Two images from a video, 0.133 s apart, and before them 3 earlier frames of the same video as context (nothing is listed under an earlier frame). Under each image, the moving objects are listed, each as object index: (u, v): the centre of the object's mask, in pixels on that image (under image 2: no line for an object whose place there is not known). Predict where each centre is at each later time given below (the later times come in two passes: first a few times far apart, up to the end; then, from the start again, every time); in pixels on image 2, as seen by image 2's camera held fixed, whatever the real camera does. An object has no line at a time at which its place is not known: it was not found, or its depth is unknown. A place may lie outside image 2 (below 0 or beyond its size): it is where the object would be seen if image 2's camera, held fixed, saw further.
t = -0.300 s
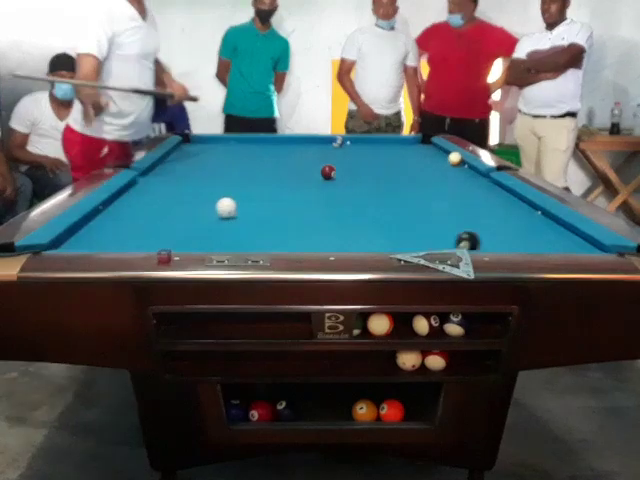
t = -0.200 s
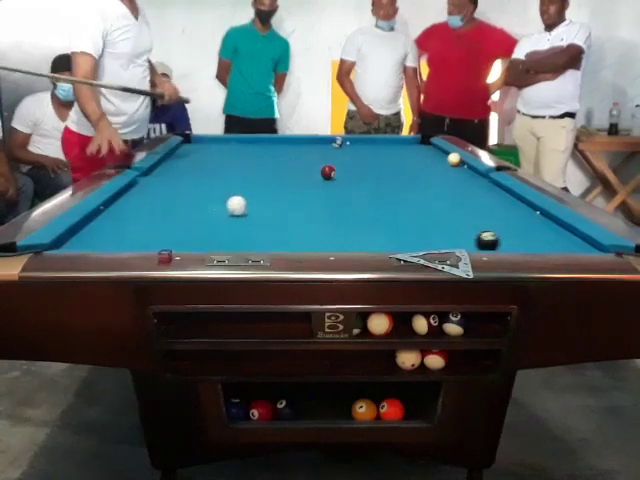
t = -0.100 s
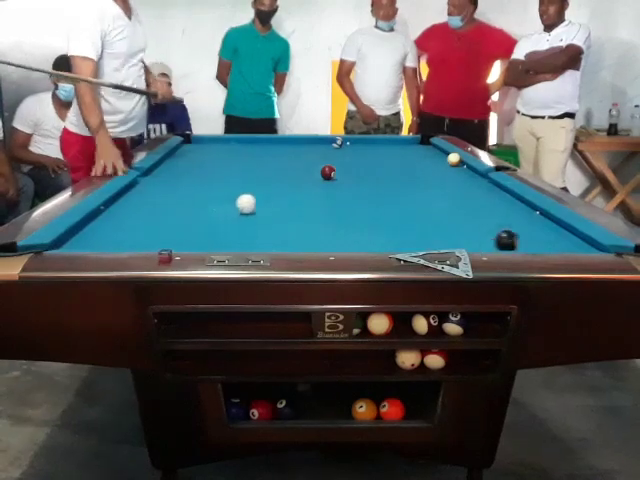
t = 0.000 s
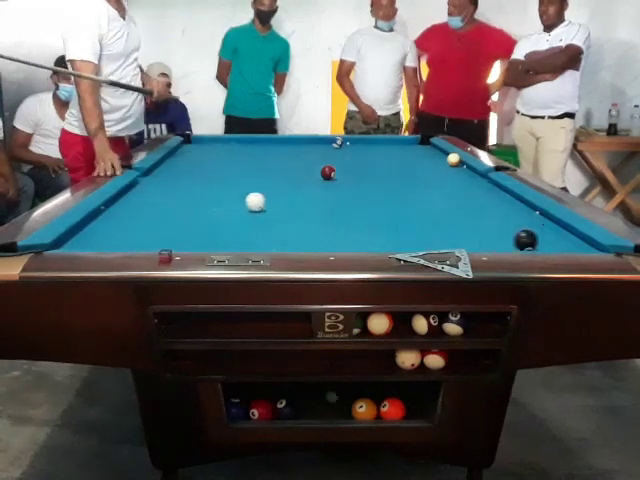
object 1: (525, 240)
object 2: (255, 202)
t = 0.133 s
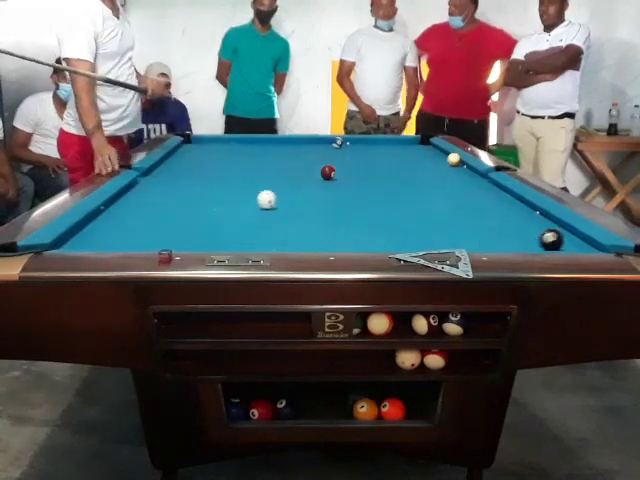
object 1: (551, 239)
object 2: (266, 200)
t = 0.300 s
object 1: (579, 239)
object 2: (280, 196)
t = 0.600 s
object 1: (543, 238)
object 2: (301, 192)
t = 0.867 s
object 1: (514, 237)
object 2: (318, 188)
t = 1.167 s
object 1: (484, 236)
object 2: (334, 185)
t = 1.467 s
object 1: (459, 235)
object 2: (348, 182)
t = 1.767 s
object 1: (438, 235)
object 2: (361, 179)
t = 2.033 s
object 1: (422, 234)
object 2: (369, 177)
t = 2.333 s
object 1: (407, 233)
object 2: (378, 175)
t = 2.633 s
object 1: (395, 234)
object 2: (385, 173)
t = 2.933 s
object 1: (388, 233)
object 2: (391, 172)
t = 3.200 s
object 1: (384, 233)
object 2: (395, 170)
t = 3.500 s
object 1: (382, 233)
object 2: (400, 169)
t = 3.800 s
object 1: (383, 233)
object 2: (403, 169)
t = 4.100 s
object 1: (383, 233)
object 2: (405, 168)
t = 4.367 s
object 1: (383, 233)
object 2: (406, 168)
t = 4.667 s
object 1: (383, 233)
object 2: (406, 168)
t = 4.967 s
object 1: (383, 233)
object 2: (406, 168)
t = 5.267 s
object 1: (383, 233)
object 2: (407, 168)
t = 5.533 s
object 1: (383, 233)
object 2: (407, 168)
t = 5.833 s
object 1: (383, 233)
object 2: (407, 168)
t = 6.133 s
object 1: (383, 233)
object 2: (407, 168)
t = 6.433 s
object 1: (383, 233)
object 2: (407, 168)
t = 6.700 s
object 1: (383, 233)
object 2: (406, 168)
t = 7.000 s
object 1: (383, 233)
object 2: (407, 168)
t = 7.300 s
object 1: (383, 233)
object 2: (407, 168)
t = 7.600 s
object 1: (383, 233)
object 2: (407, 168)
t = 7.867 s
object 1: (383, 233)
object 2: (406, 168)
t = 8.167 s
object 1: (383, 233)
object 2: (406, 168)
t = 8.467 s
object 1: (383, 233)
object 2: (406, 168)
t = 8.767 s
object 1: (383, 233)
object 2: (407, 168)
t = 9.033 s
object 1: (383, 233)
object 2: (407, 168)
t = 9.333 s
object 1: (383, 233)
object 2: (406, 168)
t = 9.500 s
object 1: (383, 233)
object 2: (407, 168)
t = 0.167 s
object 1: (557, 239)
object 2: (269, 199)
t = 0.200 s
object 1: (563, 239)
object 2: (272, 198)
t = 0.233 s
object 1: (570, 239)
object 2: (274, 198)
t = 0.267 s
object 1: (575, 239)
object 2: (277, 197)
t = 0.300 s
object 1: (579, 239)
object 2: (280, 196)
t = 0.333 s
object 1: (576, 239)
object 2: (282, 196)
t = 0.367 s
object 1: (572, 239)
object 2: (285, 196)
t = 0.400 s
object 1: (567, 239)
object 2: (287, 195)
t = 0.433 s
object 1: (563, 239)
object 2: (289, 194)
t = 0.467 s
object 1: (559, 239)
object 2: (292, 194)
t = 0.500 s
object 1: (555, 238)
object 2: (294, 193)
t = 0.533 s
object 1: (551, 238)
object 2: (297, 193)
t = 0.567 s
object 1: (547, 238)
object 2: (299, 192)
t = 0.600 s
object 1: (543, 238)
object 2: (301, 192)
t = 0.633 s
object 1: (539, 238)
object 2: (303, 191)
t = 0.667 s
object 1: (535, 238)
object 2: (306, 191)
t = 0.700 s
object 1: (531, 238)
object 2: (308, 190)
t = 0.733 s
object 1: (528, 237)
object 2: (310, 190)
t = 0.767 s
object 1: (524, 237)
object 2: (311, 190)
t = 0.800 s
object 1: (521, 237)
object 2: (314, 189)
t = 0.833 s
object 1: (517, 237)
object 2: (316, 189)
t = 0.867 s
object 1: (514, 237)
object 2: (318, 188)
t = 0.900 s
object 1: (510, 237)
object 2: (320, 188)
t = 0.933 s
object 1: (507, 237)
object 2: (321, 187)
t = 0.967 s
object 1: (503, 237)
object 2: (323, 187)
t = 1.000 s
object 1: (500, 237)
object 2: (325, 187)
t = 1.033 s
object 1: (497, 236)
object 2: (327, 186)
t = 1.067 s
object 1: (493, 237)
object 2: (329, 185)
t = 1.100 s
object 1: (490, 236)
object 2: (331, 185)
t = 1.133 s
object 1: (487, 236)
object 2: (333, 185)
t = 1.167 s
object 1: (484, 236)
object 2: (334, 185)
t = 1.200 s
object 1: (481, 236)
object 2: (336, 184)
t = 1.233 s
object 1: (478, 236)
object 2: (338, 184)
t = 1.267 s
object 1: (475, 236)
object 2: (339, 184)
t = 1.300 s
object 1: (473, 236)
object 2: (341, 183)
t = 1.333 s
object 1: (470, 236)
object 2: (343, 183)
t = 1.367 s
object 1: (467, 236)
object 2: (344, 183)
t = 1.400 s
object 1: (464, 235)
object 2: (345, 182)
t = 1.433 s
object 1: (462, 235)
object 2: (347, 182)
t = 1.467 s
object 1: (459, 235)
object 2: (348, 182)
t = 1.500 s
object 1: (457, 235)
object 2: (350, 181)
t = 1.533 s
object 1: (454, 235)
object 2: (351, 181)
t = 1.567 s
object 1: (451, 235)
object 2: (353, 181)
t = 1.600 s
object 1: (449, 235)
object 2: (354, 181)
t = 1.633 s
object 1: (447, 235)
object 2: (355, 180)
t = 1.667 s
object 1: (445, 235)
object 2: (357, 180)
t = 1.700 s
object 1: (442, 234)
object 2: (358, 179)
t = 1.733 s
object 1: (440, 235)
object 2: (359, 179)
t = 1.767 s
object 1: (438, 235)
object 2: (361, 179)
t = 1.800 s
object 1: (435, 235)
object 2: (361, 179)
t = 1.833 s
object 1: (434, 234)
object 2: (363, 178)
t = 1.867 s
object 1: (431, 235)
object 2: (364, 178)
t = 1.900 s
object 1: (429, 234)
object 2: (365, 178)
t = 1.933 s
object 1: (427, 234)
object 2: (366, 177)
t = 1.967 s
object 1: (425, 234)
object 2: (367, 177)
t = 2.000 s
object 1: (423, 234)
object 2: (368, 177)
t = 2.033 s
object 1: (422, 234)
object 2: (369, 177)
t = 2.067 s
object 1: (420, 234)
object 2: (370, 176)
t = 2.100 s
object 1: (418, 234)
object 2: (371, 176)
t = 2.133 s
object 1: (416, 234)
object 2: (372, 176)
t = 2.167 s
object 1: (415, 234)
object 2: (373, 176)
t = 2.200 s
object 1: (413, 234)
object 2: (374, 176)
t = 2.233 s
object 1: (411, 234)
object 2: (375, 175)
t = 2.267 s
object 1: (410, 234)
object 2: (376, 175)
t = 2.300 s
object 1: (408, 234)
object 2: (377, 175)
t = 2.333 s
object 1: (407, 233)
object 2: (378, 175)
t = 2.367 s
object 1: (405, 234)
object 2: (379, 175)
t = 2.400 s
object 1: (404, 234)
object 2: (379, 175)
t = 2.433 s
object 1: (403, 234)
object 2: (380, 174)
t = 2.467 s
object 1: (401, 233)
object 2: (381, 174)
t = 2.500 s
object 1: (400, 234)
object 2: (382, 174)
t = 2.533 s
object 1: (399, 234)
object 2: (383, 173)
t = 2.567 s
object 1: (398, 233)
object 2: (384, 174)
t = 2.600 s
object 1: (397, 233)
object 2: (384, 173)
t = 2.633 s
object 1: (395, 234)
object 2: (385, 173)
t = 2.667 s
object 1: (395, 234)
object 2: (386, 173)
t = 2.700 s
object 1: (393, 233)
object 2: (387, 173)
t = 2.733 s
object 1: (392, 234)
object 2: (387, 172)
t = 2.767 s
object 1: (391, 234)
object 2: (388, 172)
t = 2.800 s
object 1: (391, 233)
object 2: (388, 172)
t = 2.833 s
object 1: (390, 233)
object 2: (389, 172)
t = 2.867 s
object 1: (389, 233)
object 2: (389, 172)
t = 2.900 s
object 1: (389, 233)
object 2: (390, 172)
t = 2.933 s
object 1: (388, 233)
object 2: (391, 172)
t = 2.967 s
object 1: (387, 233)
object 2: (391, 171)
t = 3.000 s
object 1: (387, 233)
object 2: (392, 171)
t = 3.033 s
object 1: (386, 233)
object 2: (393, 171)
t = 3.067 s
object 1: (386, 233)
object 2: (393, 171)
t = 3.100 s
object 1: (385, 233)
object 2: (393, 171)
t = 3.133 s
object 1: (385, 233)
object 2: (394, 171)
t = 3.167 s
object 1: (384, 233)
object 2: (395, 171)
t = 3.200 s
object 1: (384, 233)
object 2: (395, 170)
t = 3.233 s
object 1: (383, 233)
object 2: (396, 170)
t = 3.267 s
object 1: (383, 233)
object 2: (396, 170)
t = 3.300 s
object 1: (383, 233)
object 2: (397, 170)
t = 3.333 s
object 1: (383, 233)
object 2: (398, 169)
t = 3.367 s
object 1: (382, 233)
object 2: (398, 170)
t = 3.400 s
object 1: (382, 233)
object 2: (398, 169)
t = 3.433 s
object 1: (382, 233)
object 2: (399, 169)
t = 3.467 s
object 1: (383, 233)
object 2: (399, 169)
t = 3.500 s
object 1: (382, 233)
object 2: (400, 169)
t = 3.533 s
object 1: (382, 233)
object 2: (400, 169)
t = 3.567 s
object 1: (382, 233)
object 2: (400, 169)
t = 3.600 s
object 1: (383, 233)
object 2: (401, 169)
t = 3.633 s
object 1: (383, 233)
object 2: (401, 169)
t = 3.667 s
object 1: (383, 233)
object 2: (401, 169)
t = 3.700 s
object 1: (383, 233)
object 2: (402, 169)
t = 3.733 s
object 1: (383, 233)
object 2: (402, 169)
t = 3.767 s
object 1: (383, 233)
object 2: (402, 169)
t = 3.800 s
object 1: (383, 233)
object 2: (403, 169)
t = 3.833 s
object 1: (383, 233)
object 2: (403, 169)
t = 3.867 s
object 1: (383, 233)
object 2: (404, 169)
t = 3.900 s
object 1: (383, 233)
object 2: (404, 169)
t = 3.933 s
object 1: (383, 233)
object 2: (404, 169)
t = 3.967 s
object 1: (383, 233)
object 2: (404, 169)
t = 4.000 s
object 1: (383, 233)
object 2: (404, 168)
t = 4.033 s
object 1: (383, 233)
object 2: (405, 168)
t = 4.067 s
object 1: (383, 233)
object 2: (405, 168)
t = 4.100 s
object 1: (383, 233)
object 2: (405, 168)
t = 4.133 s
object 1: (383, 233)
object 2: (405, 168)
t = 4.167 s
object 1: (383, 233)
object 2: (405, 168)
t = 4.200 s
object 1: (383, 233)
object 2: (406, 168)
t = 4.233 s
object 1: (383, 233)
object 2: (406, 168)
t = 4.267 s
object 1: (383, 233)
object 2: (406, 168)
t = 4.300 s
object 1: (383, 233)
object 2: (406, 168)
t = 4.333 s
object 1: (383, 233)
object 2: (406, 168)
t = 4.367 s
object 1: (383, 233)
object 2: (406, 168)
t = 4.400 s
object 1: (383, 233)
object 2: (406, 168)
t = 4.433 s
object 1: (383, 233)
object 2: (406, 168)
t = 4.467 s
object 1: (383, 233)
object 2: (406, 168)
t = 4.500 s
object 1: (383, 233)
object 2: (406, 168)
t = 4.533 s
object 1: (383, 233)
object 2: (406, 168)
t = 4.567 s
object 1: (383, 233)
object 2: (406, 168)
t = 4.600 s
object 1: (383, 233)
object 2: (406, 168)
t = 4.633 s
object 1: (383, 233)
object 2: (406, 168)
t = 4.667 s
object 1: (383, 233)
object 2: (406, 168)
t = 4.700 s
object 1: (383, 233)
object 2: (406, 168)
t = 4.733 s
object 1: (383, 233)
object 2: (406, 168)
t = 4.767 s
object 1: (383, 233)
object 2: (406, 168)
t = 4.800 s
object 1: (383, 233)
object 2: (406, 168)
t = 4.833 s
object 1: (383, 233)
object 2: (406, 168)
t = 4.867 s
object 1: (383, 233)
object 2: (406, 168)
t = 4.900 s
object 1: (383, 233)
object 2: (406, 168)
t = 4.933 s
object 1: (383, 233)
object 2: (406, 168)
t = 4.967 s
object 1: (383, 233)
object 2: (406, 168)
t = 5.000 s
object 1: (383, 233)
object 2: (406, 168)
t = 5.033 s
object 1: (383, 233)
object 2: (406, 168)
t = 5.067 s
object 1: (383, 233)
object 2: (406, 168)
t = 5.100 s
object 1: (383, 233)
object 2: (406, 168)
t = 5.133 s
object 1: (383, 233)
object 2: (406, 168)
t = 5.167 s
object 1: (383, 233)
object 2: (406, 168)
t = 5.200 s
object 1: (383, 233)
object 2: (406, 168)
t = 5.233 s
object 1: (383, 233)
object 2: (406, 168)
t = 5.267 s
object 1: (383, 233)
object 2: (407, 168)
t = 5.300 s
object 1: (383, 233)
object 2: (406, 168)
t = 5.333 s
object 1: (383, 233)
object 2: (407, 168)
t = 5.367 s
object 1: (383, 233)
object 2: (407, 168)
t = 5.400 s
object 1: (383, 233)
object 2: (407, 168)
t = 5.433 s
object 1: (383, 233)
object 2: (407, 168)
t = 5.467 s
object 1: (383, 233)
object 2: (407, 168)
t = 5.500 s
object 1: (383, 233)
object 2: (407, 168)
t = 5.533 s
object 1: (383, 233)
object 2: (407, 168)
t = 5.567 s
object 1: (383, 233)
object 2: (407, 168)
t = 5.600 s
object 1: (383, 233)
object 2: (407, 167)
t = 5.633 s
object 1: (383, 233)
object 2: (407, 168)
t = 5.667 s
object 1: (383, 233)
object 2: (407, 168)
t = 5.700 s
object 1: (383, 233)
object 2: (407, 168)
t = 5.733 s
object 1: (383, 233)
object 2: (407, 167)
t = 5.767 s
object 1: (383, 233)
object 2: (407, 168)
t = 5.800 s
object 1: (383, 233)
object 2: (407, 168)
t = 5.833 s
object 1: (383, 233)
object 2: (407, 168)
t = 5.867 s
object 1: (383, 233)
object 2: (407, 168)
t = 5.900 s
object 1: (383, 233)
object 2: (407, 168)
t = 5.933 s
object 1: (383, 233)
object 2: (407, 168)
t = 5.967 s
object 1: (383, 233)
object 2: (407, 168)
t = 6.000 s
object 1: (383, 233)
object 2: (407, 168)
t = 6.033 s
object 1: (383, 233)
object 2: (407, 168)
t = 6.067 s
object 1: (383, 233)
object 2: (407, 168)
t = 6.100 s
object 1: (383, 233)
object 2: (407, 168)
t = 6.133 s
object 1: (383, 233)
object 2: (407, 168)
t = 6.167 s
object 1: (383, 233)
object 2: (407, 168)
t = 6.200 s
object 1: (383, 233)
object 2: (407, 168)
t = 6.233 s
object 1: (383, 233)
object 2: (407, 168)
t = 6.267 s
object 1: (383, 233)
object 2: (407, 168)
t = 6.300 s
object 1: (383, 233)
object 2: (407, 168)
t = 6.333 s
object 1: (383, 233)
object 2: (407, 168)
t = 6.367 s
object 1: (383, 233)
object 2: (407, 168)
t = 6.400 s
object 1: (383, 233)
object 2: (407, 168)
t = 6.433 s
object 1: (383, 233)
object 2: (407, 168)
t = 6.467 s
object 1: (383, 233)
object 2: (407, 168)
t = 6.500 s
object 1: (383, 233)
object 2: (407, 168)
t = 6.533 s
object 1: (383, 233)
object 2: (407, 168)
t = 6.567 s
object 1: (383, 233)
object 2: (407, 168)
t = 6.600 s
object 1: (383, 233)
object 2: (406, 168)
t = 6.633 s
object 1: (383, 233)
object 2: (406, 168)
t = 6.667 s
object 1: (383, 233)
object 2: (406, 168)
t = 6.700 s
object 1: (383, 233)
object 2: (406, 168)
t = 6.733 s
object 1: (383, 233)
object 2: (407, 168)
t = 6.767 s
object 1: (383, 233)
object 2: (407, 168)
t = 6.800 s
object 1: (383, 233)
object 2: (407, 168)
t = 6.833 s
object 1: (383, 233)
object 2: (407, 168)
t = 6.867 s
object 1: (383, 233)
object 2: (406, 168)
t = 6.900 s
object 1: (383, 233)
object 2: (407, 168)
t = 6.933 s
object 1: (383, 233)
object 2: (407, 168)
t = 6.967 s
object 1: (383, 233)
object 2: (407, 168)
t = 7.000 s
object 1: (383, 233)
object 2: (407, 168)
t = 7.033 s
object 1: (383, 233)
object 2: (407, 168)
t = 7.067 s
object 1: (383, 233)
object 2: (407, 168)
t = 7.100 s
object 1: (383, 233)
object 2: (407, 168)
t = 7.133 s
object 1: (383, 233)
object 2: (407, 168)
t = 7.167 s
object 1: (383, 233)
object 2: (407, 168)
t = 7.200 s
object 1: (383, 233)
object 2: (407, 168)
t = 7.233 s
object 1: (383, 233)
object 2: (407, 168)
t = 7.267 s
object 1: (383, 233)
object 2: (407, 168)
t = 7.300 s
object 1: (383, 233)
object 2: (407, 168)
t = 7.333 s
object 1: (383, 233)
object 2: (407, 168)
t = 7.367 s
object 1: (383, 233)
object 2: (407, 168)
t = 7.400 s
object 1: (383, 233)
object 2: (407, 168)
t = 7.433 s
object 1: (383, 233)
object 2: (407, 168)
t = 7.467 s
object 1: (383, 233)
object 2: (407, 168)
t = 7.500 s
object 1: (383, 233)
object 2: (407, 168)
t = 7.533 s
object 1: (383, 233)
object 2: (407, 168)
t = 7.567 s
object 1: (383, 233)
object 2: (407, 168)
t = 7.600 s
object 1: (383, 233)
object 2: (407, 168)
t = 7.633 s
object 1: (383, 233)
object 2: (407, 168)
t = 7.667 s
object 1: (383, 233)
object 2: (407, 168)
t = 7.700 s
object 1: (383, 233)
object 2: (407, 168)
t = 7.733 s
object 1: (383, 233)
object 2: (407, 168)
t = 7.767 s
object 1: (383, 233)
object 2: (407, 168)
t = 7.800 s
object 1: (383, 233)
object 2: (406, 168)
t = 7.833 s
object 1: (383, 233)
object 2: (406, 168)
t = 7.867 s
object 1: (383, 233)
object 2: (406, 168)
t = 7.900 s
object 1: (383, 233)
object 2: (406, 168)
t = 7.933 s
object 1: (383, 233)
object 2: (406, 168)
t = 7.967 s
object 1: (383, 233)
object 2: (406, 168)
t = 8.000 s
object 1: (383, 233)
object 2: (406, 168)
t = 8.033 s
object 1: (383, 233)
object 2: (406, 168)
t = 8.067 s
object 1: (383, 233)
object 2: (406, 168)
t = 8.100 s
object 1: (383, 233)
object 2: (406, 168)
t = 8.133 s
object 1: (383, 233)
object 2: (406, 168)
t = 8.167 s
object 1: (383, 233)
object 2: (406, 168)
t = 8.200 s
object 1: (383, 233)
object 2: (406, 168)
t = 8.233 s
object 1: (383, 233)
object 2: (406, 168)
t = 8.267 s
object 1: (383, 233)
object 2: (406, 168)
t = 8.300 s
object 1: (383, 233)
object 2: (406, 168)
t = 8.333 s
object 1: (383, 233)
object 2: (406, 168)
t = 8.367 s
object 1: (383, 233)
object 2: (406, 168)
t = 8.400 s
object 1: (383, 233)
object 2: (406, 168)
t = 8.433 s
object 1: (383, 233)
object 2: (406, 168)
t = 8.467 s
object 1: (383, 233)
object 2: (406, 168)
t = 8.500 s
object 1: (383, 233)
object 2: (406, 168)
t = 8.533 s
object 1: (383, 233)
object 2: (406, 168)
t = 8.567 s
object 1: (383, 233)
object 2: (406, 168)
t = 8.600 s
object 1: (383, 233)
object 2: (406, 168)
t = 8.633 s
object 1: (383, 233)
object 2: (406, 168)
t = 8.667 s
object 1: (383, 233)
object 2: (406, 168)
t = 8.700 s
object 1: (383, 233)
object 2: (406, 168)
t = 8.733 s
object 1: (383, 233)
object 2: (406, 168)
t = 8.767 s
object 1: (383, 233)
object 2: (407, 168)
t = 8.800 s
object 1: (383, 233)
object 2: (407, 168)
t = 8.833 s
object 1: (383, 233)
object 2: (407, 168)
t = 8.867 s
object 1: (383, 233)
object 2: (407, 168)
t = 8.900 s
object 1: (383, 233)
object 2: (407, 168)
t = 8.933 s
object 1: (383, 233)
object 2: (407, 168)
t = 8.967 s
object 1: (383, 233)
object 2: (406, 168)
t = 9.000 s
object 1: (383, 233)
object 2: (407, 168)
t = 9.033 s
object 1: (383, 233)
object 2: (407, 168)
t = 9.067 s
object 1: (383, 233)
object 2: (407, 168)
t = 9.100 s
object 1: (383, 233)
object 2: (407, 168)
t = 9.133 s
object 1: (383, 233)
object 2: (407, 168)
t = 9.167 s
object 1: (383, 233)
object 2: (407, 168)
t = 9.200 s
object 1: (383, 233)
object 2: (406, 168)
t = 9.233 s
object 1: (383, 233)
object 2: (407, 168)
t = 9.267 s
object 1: (383, 233)
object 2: (407, 168)
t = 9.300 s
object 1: (383, 233)
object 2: (406, 168)
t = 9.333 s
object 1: (383, 233)
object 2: (406, 168)
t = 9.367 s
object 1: (383, 233)
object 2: (407, 168)
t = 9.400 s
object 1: (383, 233)
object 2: (406, 168)
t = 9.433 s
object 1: (383, 233)
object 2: (407, 168)
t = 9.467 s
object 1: (383, 233)
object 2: (407, 168)
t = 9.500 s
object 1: (383, 233)
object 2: (407, 168)
